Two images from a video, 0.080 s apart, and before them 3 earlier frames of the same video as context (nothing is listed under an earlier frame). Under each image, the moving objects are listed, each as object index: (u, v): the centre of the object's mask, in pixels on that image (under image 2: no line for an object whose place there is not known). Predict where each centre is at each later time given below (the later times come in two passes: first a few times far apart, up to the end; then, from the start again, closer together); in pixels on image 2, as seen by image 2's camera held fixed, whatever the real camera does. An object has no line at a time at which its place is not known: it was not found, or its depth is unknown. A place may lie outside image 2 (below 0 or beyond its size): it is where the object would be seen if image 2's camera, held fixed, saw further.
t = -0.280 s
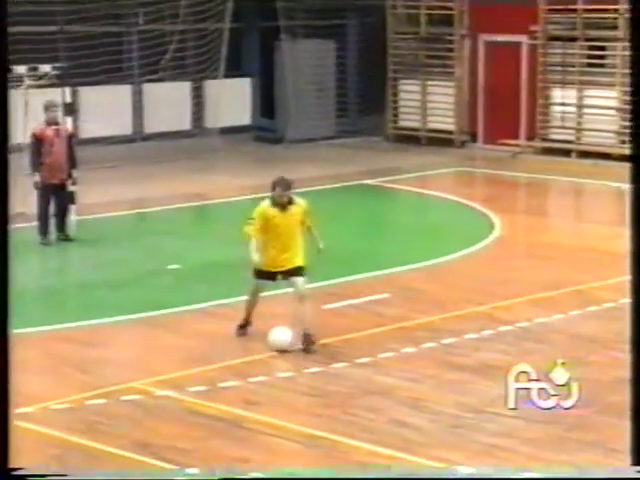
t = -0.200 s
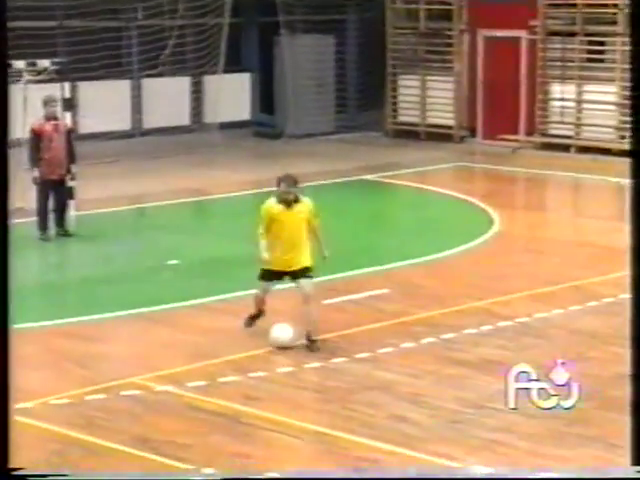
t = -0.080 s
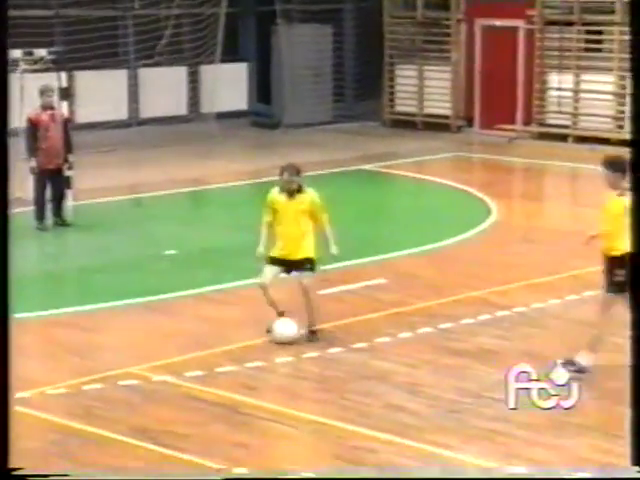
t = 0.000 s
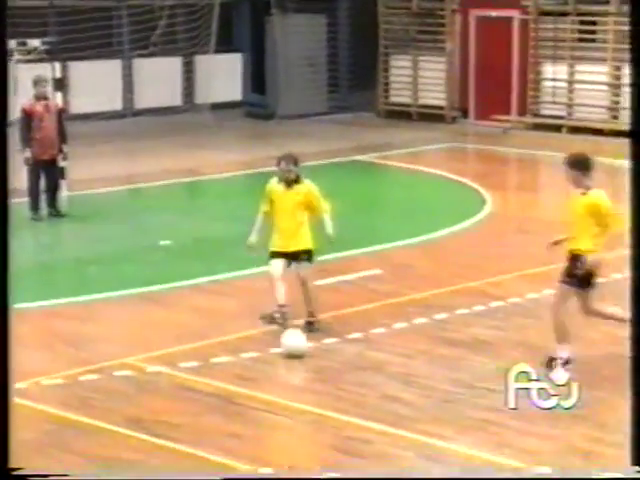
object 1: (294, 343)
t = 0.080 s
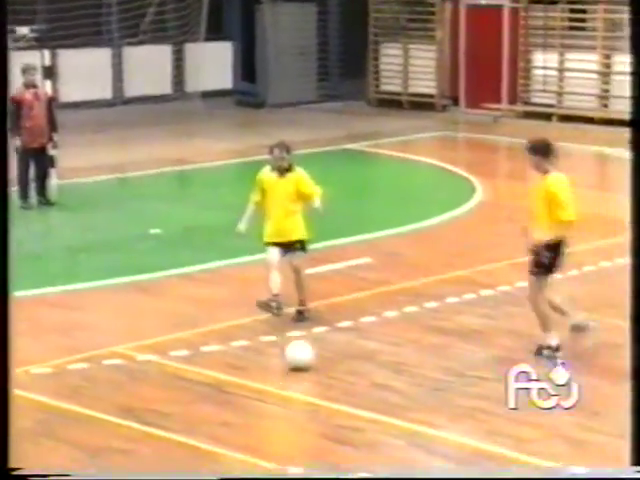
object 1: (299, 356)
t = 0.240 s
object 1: (330, 407)
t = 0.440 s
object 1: (373, 479)
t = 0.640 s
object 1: (431, 562)
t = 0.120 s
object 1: (306, 368)
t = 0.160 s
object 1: (313, 380)
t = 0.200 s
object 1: (322, 395)
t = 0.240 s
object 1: (330, 407)
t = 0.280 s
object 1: (340, 421)
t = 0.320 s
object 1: (349, 435)
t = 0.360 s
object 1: (357, 450)
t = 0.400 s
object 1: (365, 465)
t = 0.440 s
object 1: (373, 479)
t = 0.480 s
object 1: (382, 493)
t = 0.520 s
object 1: (393, 511)
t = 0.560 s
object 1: (405, 531)
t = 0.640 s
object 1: (431, 562)
